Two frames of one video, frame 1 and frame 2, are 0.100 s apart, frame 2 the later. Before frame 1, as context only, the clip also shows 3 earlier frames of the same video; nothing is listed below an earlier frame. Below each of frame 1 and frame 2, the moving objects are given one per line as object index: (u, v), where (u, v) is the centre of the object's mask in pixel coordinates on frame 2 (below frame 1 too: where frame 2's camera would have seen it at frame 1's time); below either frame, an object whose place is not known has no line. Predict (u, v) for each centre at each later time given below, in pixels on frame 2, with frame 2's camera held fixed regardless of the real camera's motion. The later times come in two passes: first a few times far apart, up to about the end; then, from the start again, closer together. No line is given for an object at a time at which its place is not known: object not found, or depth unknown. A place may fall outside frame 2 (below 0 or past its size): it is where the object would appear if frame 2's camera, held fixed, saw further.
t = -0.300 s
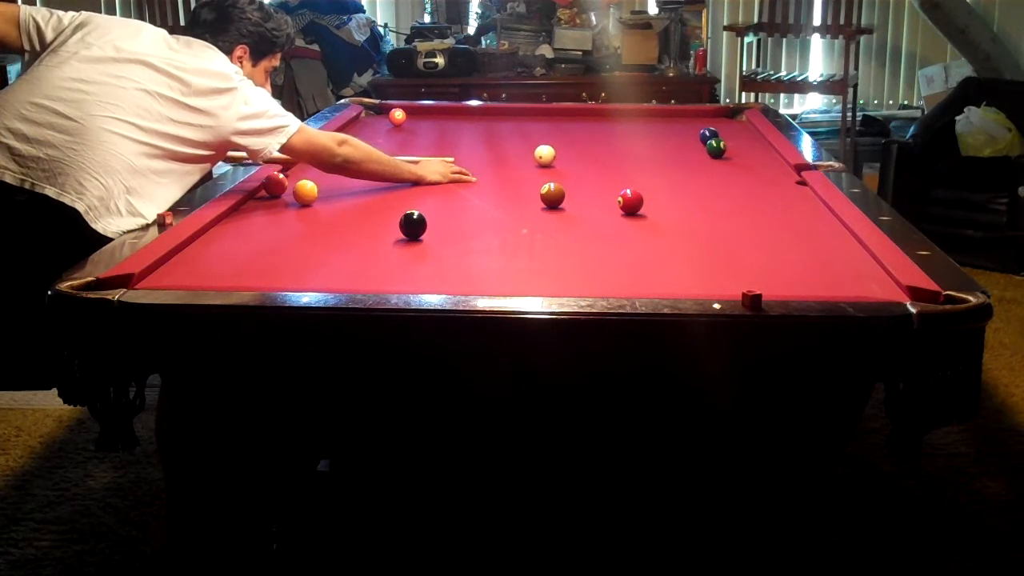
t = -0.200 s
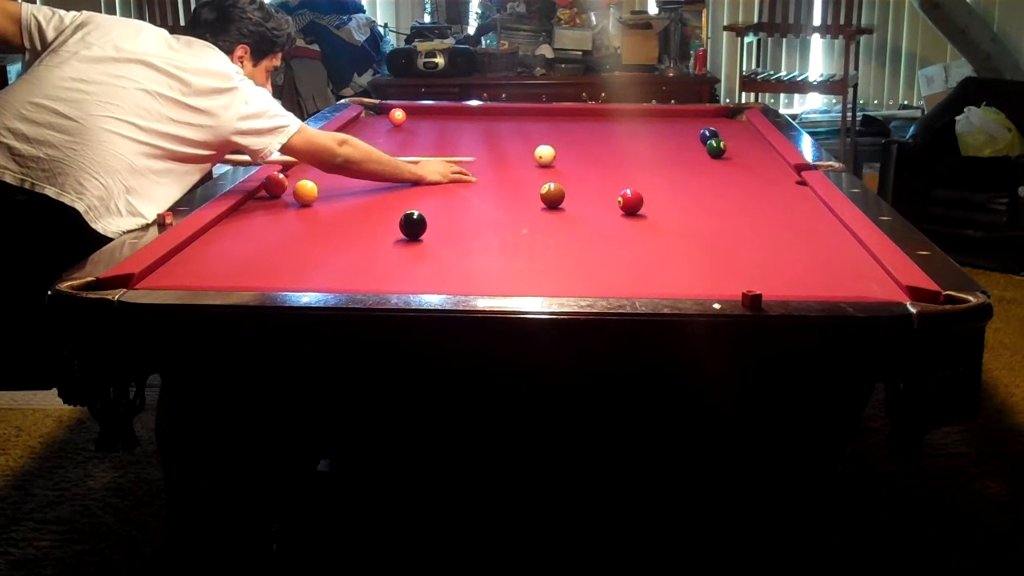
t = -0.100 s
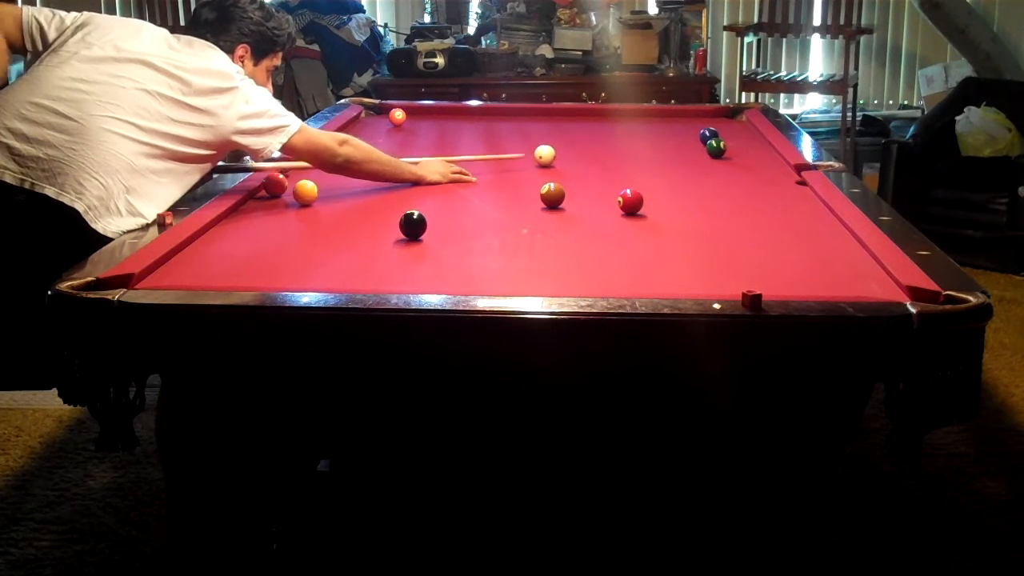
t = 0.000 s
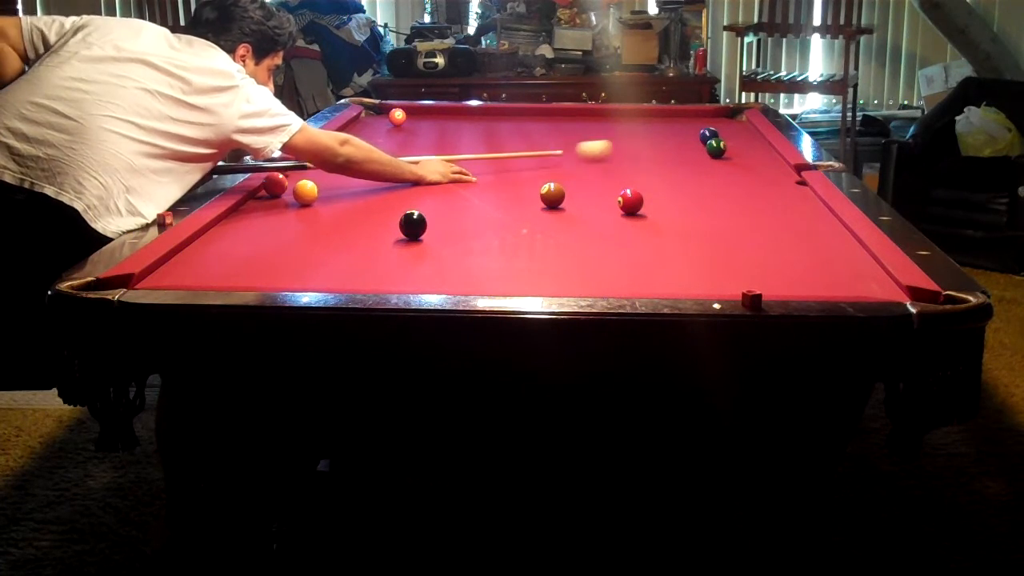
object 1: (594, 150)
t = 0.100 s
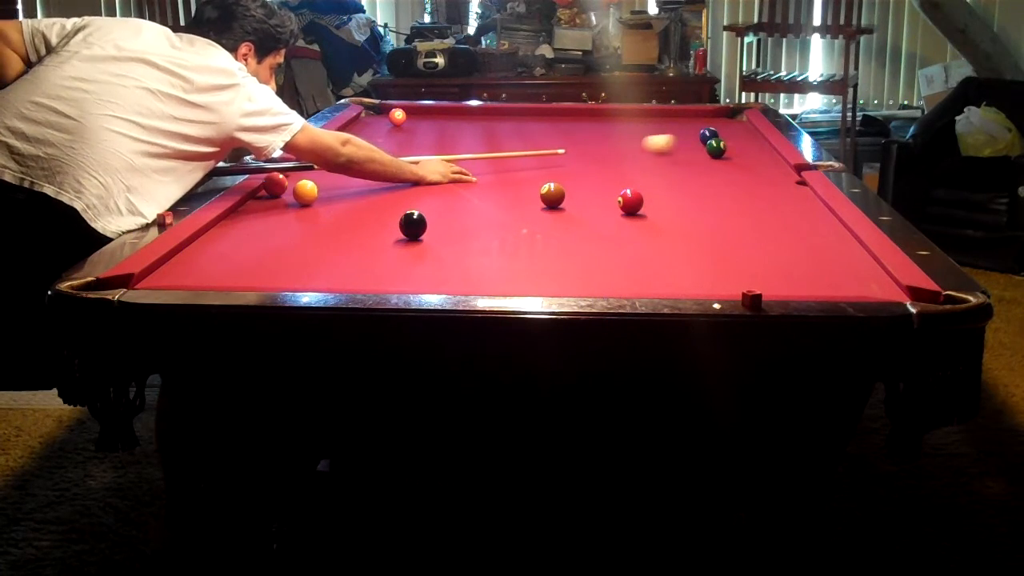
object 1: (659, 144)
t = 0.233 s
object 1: (732, 138)
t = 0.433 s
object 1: (709, 137)
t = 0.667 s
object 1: (650, 141)
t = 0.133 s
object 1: (677, 142)
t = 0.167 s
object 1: (693, 140)
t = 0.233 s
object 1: (732, 138)
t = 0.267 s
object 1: (747, 139)
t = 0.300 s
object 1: (755, 140)
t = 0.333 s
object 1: (743, 139)
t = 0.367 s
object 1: (733, 140)
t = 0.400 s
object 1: (724, 137)
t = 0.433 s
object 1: (709, 137)
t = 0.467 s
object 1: (701, 139)
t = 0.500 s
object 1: (693, 140)
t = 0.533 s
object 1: (685, 141)
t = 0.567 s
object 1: (676, 141)
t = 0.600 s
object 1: (667, 140)
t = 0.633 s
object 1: (658, 141)
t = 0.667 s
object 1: (650, 141)
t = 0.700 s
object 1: (641, 141)
